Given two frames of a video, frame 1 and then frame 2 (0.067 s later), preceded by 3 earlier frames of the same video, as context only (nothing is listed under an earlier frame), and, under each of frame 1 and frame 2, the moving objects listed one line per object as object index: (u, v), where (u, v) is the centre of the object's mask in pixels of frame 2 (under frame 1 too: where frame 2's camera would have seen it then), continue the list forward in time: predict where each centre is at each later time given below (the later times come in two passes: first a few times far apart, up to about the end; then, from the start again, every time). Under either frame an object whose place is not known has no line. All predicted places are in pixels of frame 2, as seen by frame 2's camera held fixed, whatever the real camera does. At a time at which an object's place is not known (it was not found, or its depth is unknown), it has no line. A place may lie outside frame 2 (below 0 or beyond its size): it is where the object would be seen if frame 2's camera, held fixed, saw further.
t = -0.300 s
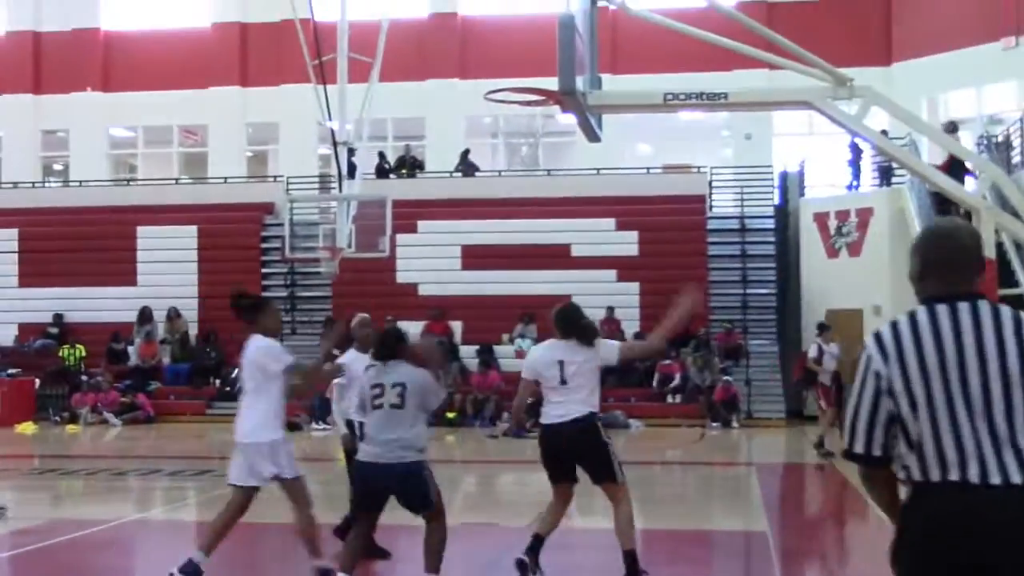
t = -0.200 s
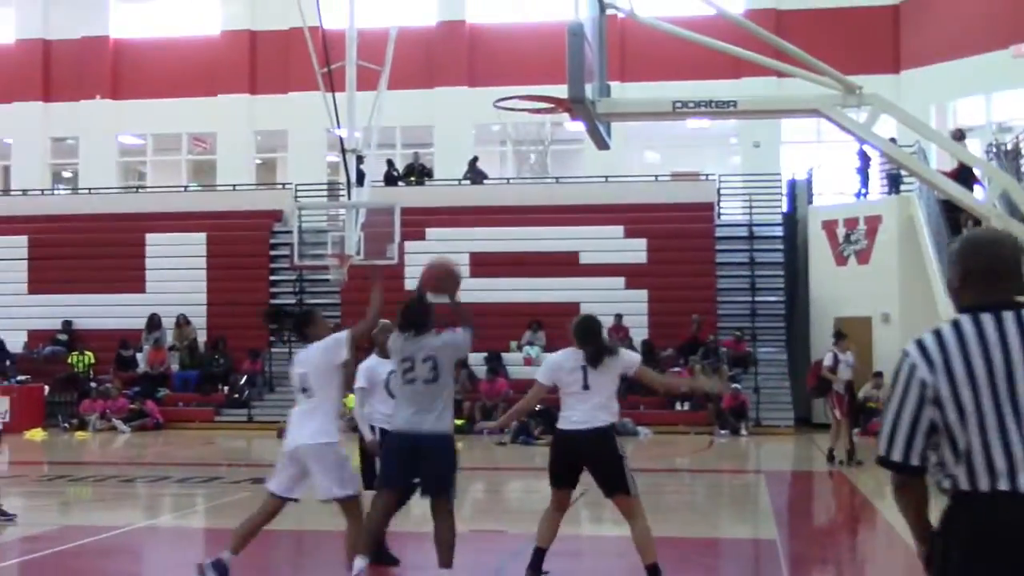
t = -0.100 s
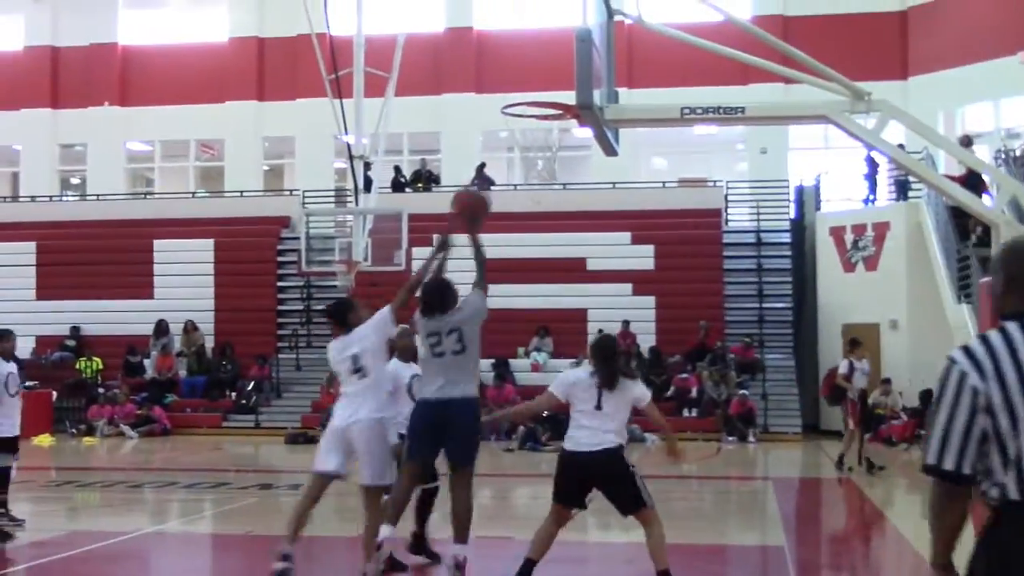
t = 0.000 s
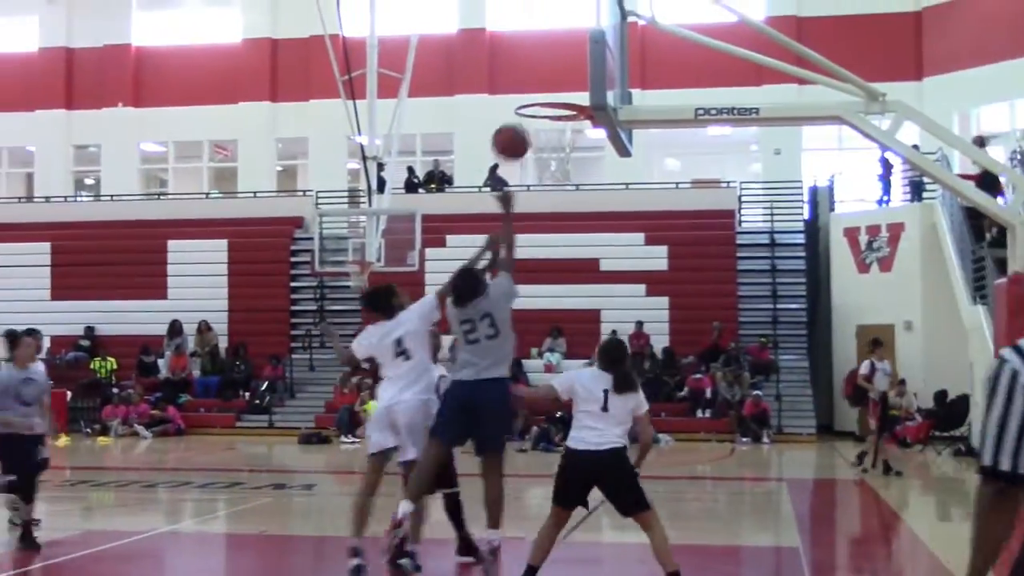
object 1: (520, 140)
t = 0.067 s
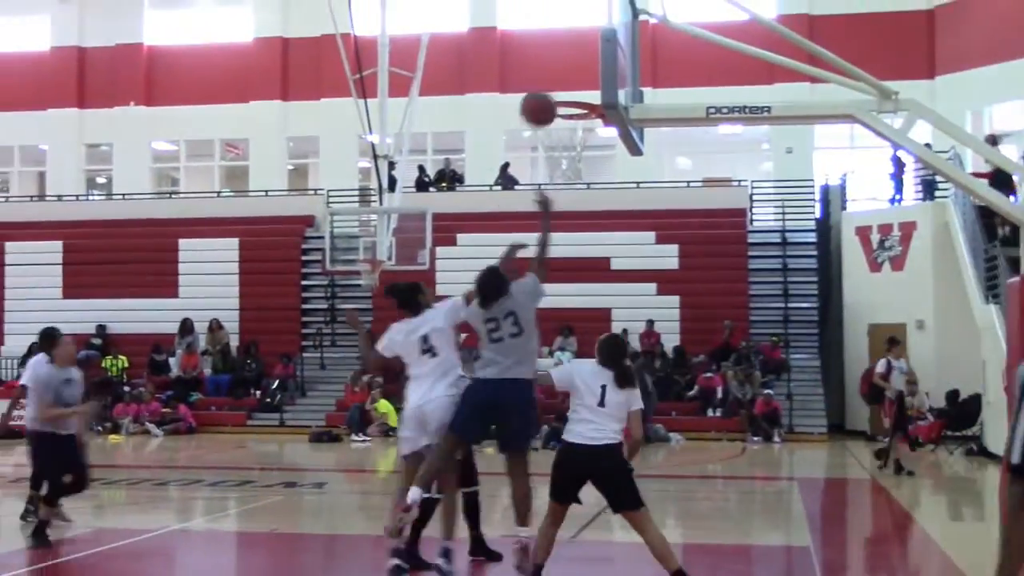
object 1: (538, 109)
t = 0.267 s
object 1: (588, 61)
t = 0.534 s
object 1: (566, 92)
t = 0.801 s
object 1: (528, 132)
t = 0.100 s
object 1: (547, 96)
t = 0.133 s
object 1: (554, 85)
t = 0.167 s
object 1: (563, 77)
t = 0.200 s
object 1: (573, 71)
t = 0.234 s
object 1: (580, 66)
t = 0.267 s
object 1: (588, 61)
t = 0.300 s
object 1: (591, 59)
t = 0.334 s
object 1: (590, 59)
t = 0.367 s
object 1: (588, 61)
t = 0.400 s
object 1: (583, 64)
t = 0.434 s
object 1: (579, 71)
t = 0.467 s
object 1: (575, 77)
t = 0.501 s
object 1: (571, 85)
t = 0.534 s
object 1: (566, 92)
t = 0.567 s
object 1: (562, 91)
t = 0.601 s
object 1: (557, 92)
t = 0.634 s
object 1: (553, 95)
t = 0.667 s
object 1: (549, 98)
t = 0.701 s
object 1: (544, 104)
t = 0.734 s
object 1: (538, 112)
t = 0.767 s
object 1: (534, 121)
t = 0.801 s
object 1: (528, 132)
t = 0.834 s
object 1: (523, 145)
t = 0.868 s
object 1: (517, 160)
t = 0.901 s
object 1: (511, 177)
